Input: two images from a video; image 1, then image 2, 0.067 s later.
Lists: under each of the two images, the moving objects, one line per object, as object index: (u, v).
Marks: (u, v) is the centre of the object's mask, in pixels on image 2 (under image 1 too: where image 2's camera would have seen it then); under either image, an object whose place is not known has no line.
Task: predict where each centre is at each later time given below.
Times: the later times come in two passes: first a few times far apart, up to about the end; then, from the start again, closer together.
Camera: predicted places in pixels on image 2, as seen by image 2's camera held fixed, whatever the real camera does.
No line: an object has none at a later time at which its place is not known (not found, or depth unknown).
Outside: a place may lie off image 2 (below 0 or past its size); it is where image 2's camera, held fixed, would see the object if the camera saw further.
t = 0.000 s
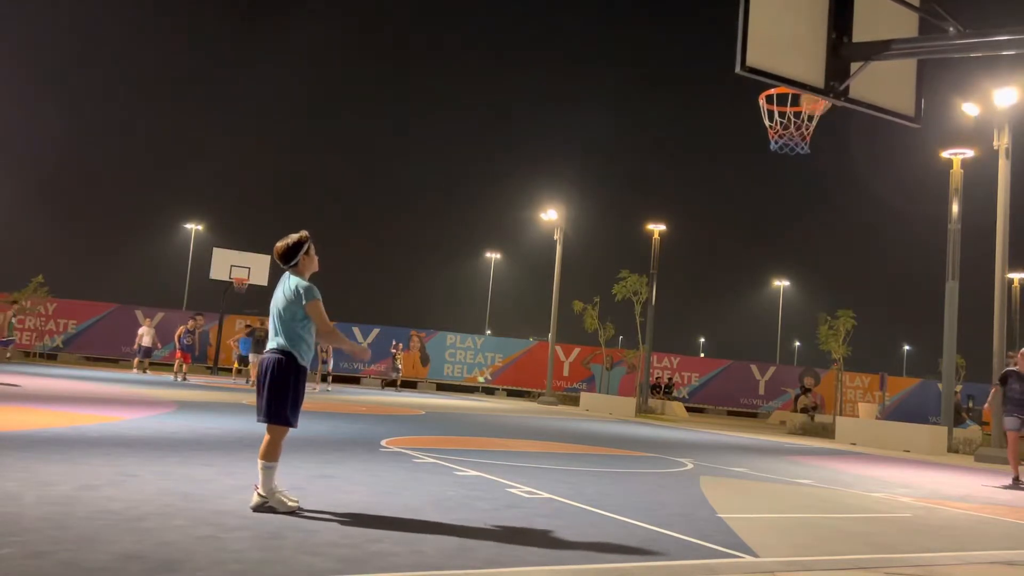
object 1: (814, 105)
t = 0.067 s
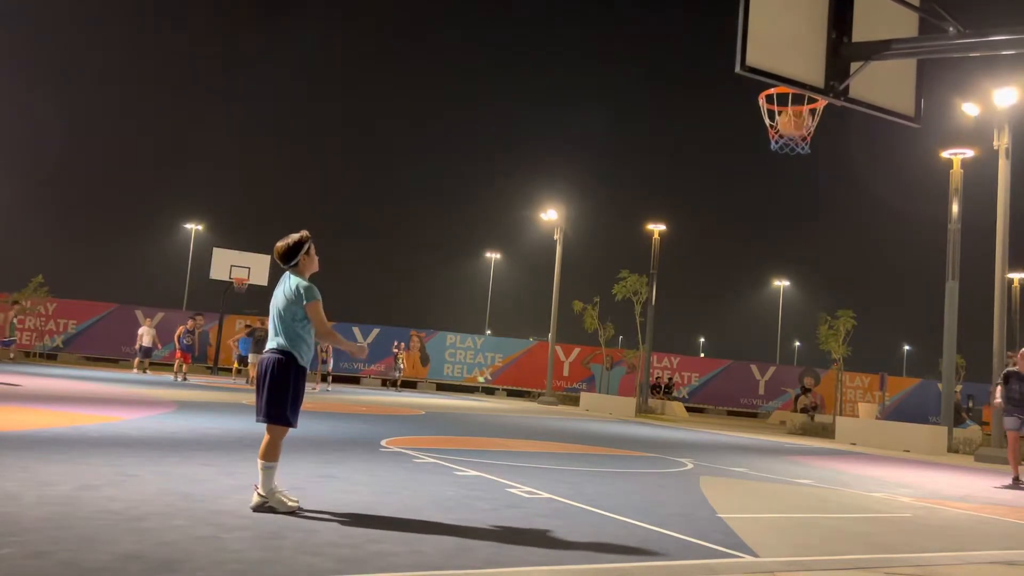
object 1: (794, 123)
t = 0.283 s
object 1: (752, 255)
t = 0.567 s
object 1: (700, 451)
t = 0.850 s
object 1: (698, 277)
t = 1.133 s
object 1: (693, 215)
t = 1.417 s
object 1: (683, 240)
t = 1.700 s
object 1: (668, 341)
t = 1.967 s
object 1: (655, 427)
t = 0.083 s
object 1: (790, 131)
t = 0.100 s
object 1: (788, 139)
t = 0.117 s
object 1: (786, 148)
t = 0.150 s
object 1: (779, 167)
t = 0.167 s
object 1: (776, 176)
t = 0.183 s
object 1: (772, 186)
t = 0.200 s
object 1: (769, 197)
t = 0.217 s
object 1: (766, 208)
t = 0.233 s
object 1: (763, 219)
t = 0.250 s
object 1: (759, 231)
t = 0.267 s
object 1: (756, 243)
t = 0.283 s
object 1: (752, 255)
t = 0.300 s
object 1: (749, 268)
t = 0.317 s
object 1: (746, 281)
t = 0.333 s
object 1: (742, 295)
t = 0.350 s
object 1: (738, 309)
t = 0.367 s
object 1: (735, 323)
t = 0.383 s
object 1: (732, 338)
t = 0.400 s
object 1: (728, 352)
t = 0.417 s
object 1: (725, 368)
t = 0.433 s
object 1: (721, 384)
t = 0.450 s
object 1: (717, 399)
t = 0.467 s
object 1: (714, 414)
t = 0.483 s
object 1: (710, 432)
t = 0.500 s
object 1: (706, 450)
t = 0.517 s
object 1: (702, 468)
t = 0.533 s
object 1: (700, 480)
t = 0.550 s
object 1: (699, 464)
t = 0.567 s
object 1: (700, 451)
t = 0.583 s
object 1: (700, 437)
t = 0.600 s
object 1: (700, 422)
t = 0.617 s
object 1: (699, 410)
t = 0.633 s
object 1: (700, 397)
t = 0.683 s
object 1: (700, 363)
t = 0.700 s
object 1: (699, 353)
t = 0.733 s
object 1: (699, 333)
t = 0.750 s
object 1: (699, 323)
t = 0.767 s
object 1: (699, 315)
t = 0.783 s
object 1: (699, 307)
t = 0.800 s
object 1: (699, 299)
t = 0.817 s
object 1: (698, 291)
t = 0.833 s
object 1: (698, 284)
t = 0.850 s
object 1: (698, 277)
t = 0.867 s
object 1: (698, 271)
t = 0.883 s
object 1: (697, 264)
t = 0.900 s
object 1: (697, 259)
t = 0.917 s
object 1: (697, 253)
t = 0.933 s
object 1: (697, 248)
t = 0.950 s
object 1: (697, 244)
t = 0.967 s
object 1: (696, 240)
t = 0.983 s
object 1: (696, 236)
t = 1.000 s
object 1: (696, 232)
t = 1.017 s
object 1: (695, 229)
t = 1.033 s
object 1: (695, 226)
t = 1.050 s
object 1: (695, 223)
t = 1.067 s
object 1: (694, 221)
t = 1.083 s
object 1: (694, 219)
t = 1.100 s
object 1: (694, 217)
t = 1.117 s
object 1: (693, 216)
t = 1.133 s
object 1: (693, 215)
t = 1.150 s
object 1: (692, 214)
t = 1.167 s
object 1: (692, 214)
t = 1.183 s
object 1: (691, 213)
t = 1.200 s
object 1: (691, 214)
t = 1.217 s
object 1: (690, 214)
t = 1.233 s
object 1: (690, 215)
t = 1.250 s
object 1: (689, 216)
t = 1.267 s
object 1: (689, 217)
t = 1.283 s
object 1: (688, 219)
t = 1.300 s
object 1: (687, 220)
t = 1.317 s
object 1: (687, 222)
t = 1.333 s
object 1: (686, 225)
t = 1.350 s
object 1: (686, 227)
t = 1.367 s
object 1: (685, 230)
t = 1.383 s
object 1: (684, 233)
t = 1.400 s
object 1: (683, 237)
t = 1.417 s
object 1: (683, 240)
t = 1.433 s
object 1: (682, 244)
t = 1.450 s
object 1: (681, 248)
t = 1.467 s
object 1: (680, 253)
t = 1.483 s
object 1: (680, 258)
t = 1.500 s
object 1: (679, 263)
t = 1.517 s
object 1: (678, 268)
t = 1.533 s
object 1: (677, 273)
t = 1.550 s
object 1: (676, 279)
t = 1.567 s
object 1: (675, 285)
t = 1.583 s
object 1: (674, 291)
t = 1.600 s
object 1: (674, 297)
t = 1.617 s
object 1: (673, 304)
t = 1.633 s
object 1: (672, 311)
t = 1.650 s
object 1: (671, 318)
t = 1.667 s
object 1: (670, 326)
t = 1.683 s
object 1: (669, 333)
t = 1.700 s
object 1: (668, 341)
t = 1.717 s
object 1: (667, 350)
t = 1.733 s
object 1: (666, 356)
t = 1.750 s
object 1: (665, 366)
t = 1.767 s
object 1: (663, 376)
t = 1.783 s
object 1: (663, 385)
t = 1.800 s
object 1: (662, 392)
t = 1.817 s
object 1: (661, 403)
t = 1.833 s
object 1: (659, 413)
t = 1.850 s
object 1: (660, 423)
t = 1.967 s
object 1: (655, 427)
